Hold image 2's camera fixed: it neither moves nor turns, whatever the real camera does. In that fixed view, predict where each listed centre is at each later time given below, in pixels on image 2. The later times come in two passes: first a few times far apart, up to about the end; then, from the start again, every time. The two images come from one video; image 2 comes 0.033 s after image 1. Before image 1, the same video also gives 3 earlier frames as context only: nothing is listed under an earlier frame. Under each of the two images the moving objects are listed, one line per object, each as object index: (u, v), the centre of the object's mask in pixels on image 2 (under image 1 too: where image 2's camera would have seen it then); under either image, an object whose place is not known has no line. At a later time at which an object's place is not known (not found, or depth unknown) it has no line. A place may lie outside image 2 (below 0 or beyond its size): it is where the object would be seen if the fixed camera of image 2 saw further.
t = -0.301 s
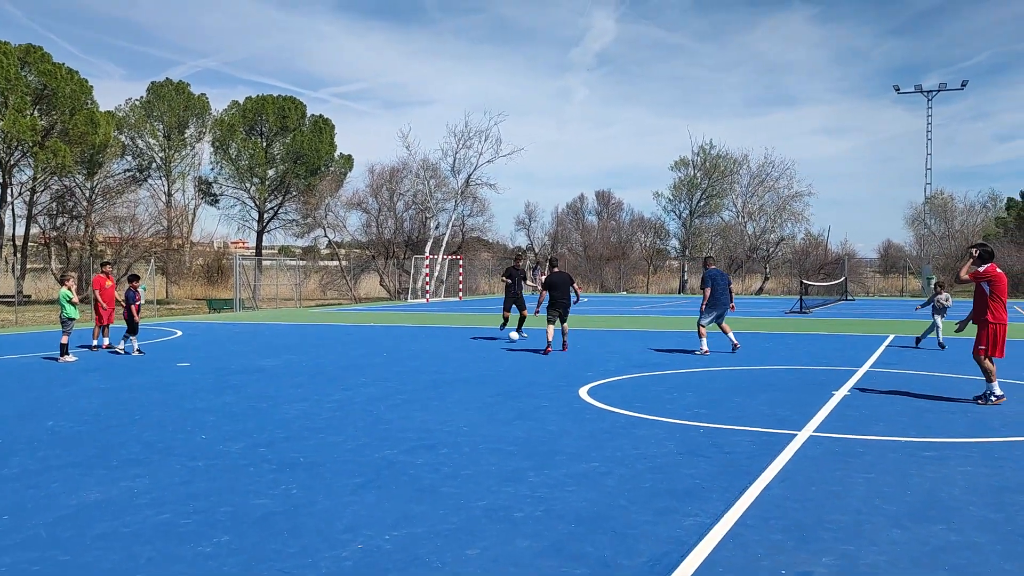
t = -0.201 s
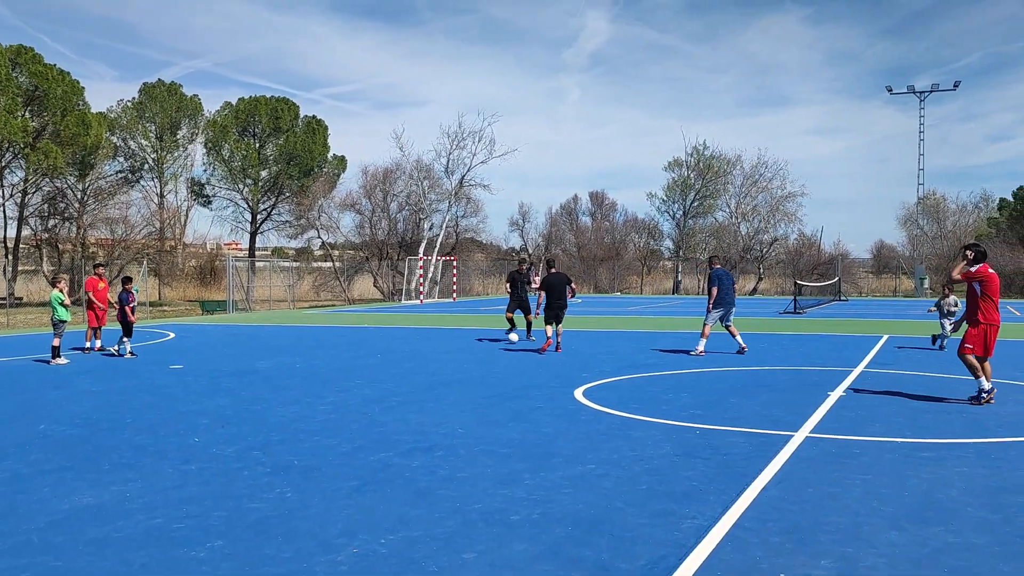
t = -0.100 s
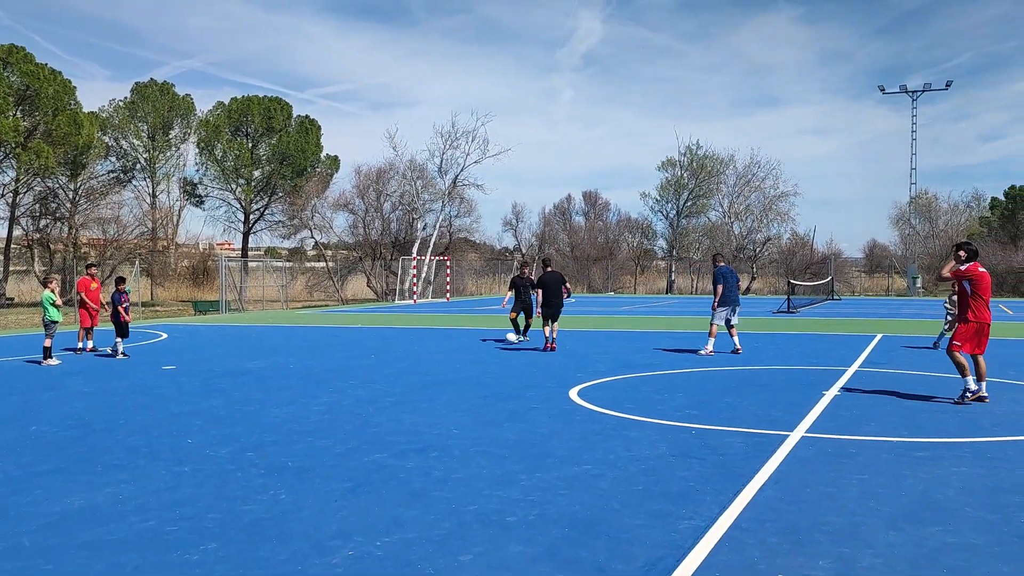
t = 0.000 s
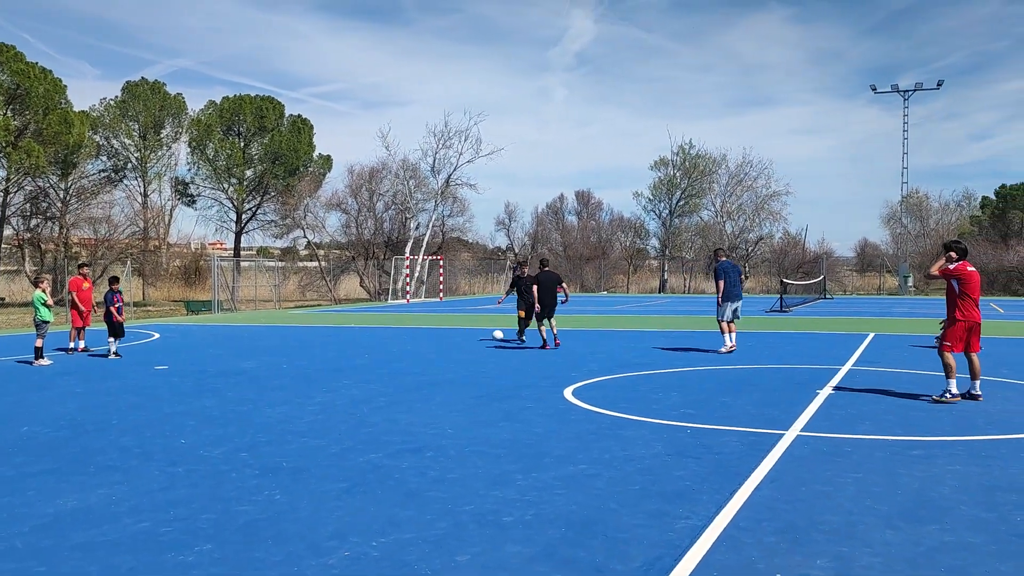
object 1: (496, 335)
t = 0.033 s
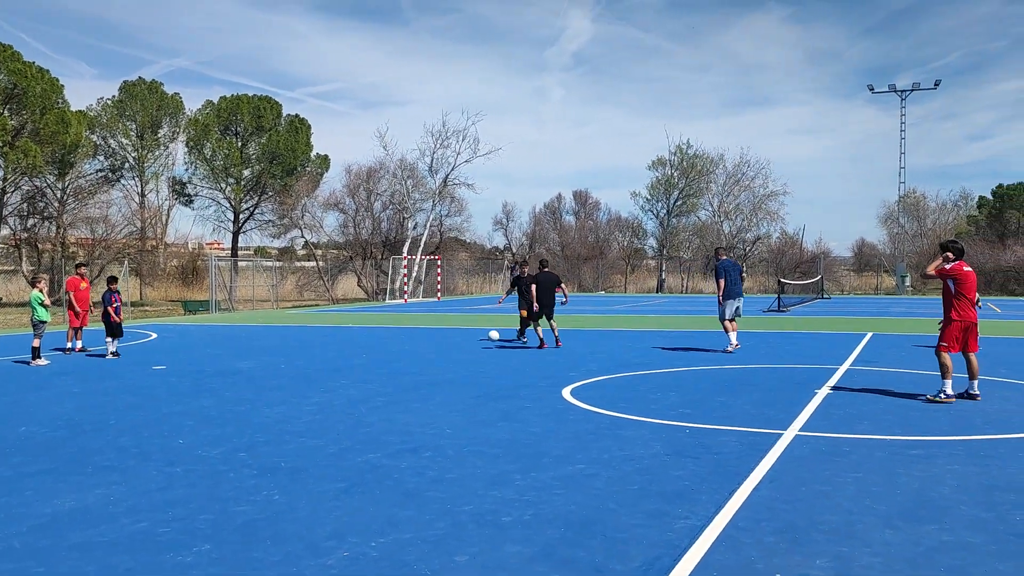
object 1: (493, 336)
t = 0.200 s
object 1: (482, 347)
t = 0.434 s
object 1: (471, 350)
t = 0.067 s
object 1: (491, 337)
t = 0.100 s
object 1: (489, 338)
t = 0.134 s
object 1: (487, 341)
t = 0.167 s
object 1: (484, 343)
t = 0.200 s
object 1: (482, 347)
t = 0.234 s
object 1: (480, 347)
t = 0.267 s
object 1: (479, 346)
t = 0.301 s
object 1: (477, 346)
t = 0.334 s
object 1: (475, 346)
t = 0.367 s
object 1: (474, 346)
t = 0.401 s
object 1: (472, 348)
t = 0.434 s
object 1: (471, 350)
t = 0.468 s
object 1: (469, 353)
